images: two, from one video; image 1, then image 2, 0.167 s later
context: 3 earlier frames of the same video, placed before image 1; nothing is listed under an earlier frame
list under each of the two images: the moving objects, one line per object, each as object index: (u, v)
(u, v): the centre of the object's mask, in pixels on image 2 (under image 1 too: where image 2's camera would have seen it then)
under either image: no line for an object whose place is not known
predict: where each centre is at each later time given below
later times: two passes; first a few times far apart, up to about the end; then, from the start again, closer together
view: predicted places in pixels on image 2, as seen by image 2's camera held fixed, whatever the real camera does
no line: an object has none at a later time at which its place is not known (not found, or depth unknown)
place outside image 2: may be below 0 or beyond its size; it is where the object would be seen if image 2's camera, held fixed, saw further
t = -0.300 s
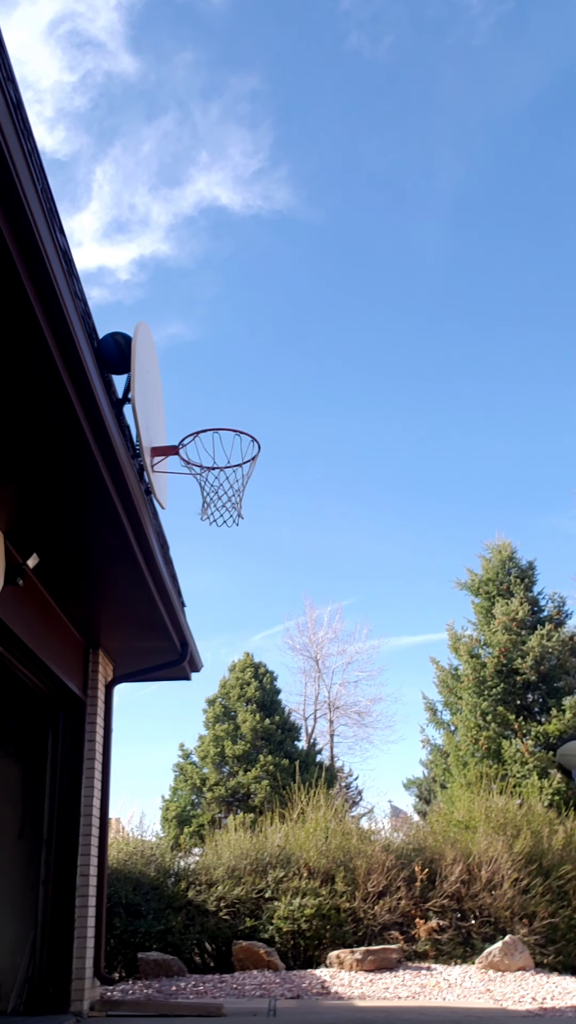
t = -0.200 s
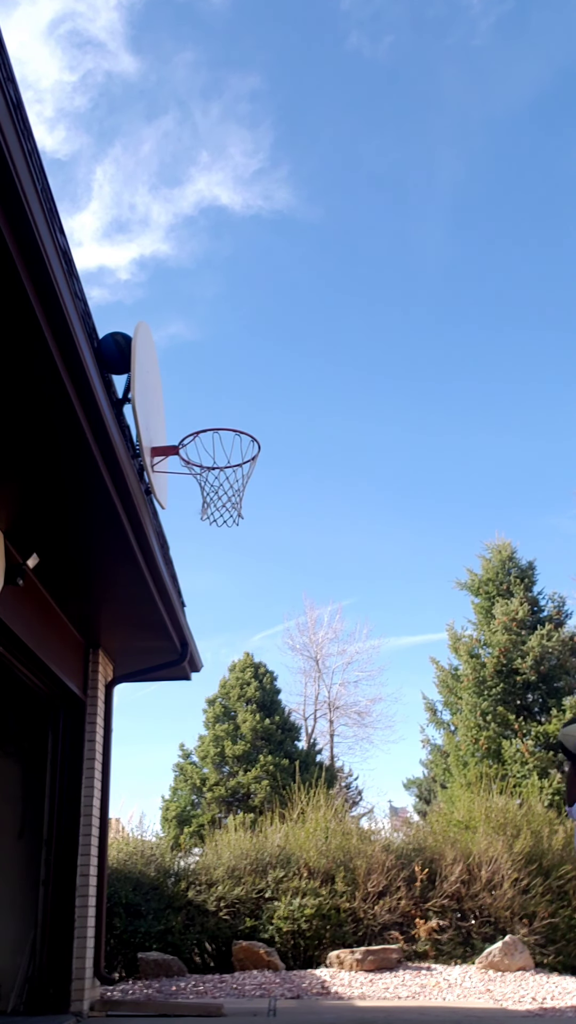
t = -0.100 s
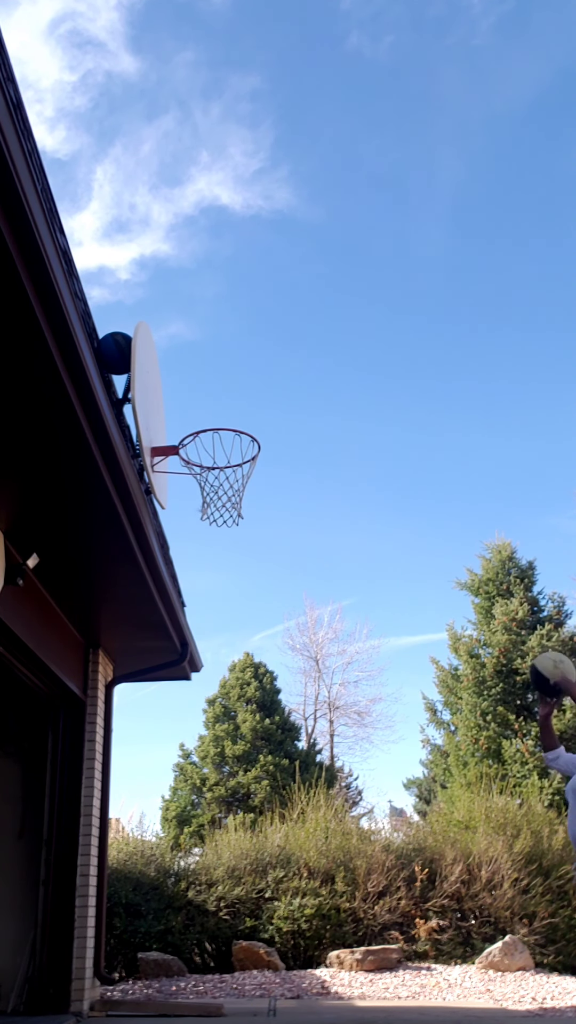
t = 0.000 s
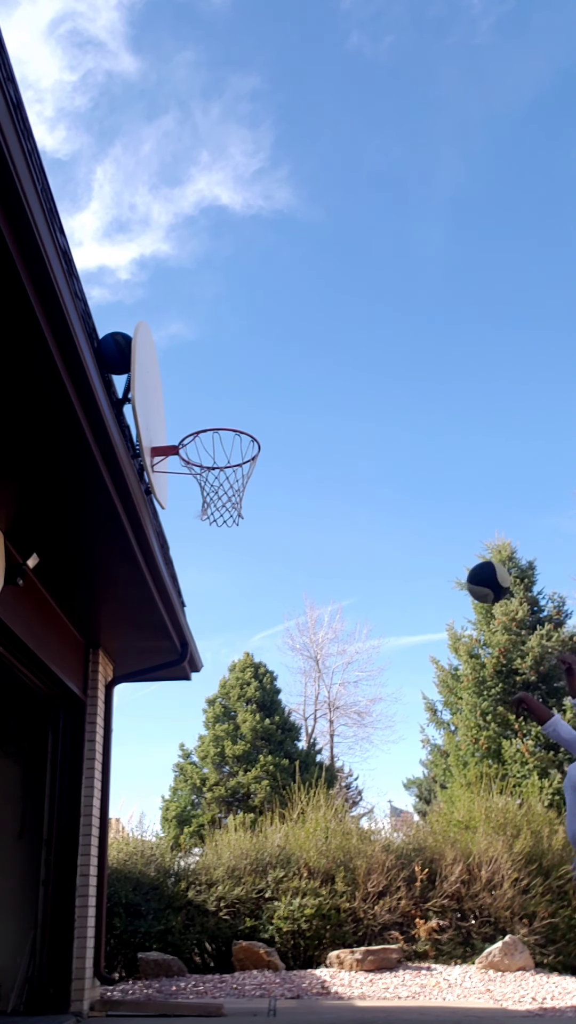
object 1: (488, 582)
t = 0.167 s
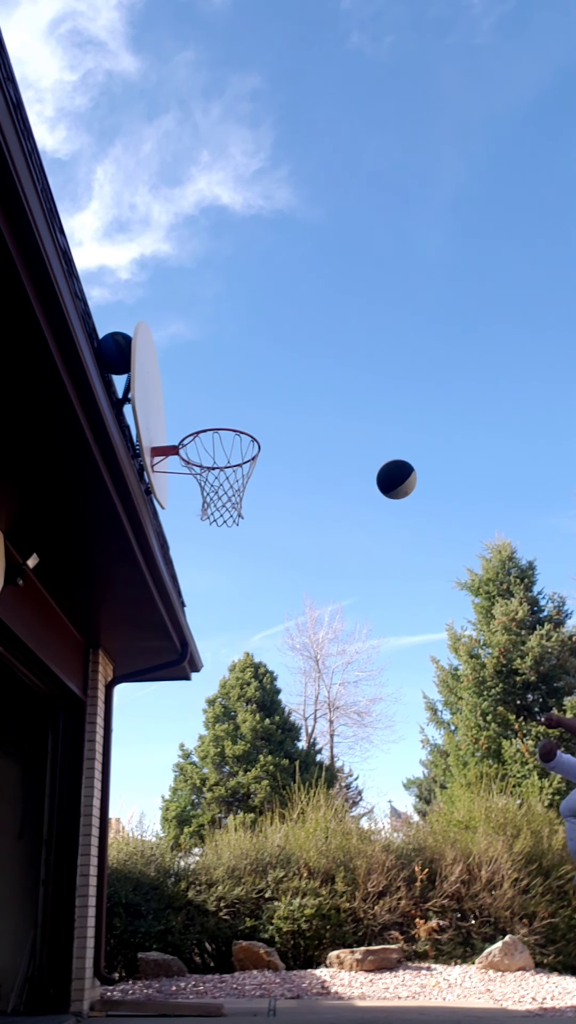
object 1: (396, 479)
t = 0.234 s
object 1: (363, 452)
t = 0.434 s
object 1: (271, 413)
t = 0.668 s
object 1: (185, 424)
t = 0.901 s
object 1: (186, 427)
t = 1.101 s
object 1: (187, 488)
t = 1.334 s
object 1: (188, 636)
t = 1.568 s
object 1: (188, 892)
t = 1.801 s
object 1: (194, 852)
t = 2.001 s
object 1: (202, 713)
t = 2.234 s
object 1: (211, 649)
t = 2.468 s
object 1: (219, 666)
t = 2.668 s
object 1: (227, 740)
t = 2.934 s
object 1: (240, 938)
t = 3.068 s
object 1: (247, 952)
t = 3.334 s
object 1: (262, 806)
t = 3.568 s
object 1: (275, 775)
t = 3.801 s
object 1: (291, 817)
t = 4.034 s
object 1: (310, 937)
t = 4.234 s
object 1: (325, 926)
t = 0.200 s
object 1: (380, 465)
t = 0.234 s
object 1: (363, 452)
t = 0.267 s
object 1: (347, 442)
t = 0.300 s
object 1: (332, 433)
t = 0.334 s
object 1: (316, 426)
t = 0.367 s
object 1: (301, 420)
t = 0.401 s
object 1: (286, 416)
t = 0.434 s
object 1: (271, 413)
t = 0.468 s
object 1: (257, 412)
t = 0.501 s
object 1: (242, 412)
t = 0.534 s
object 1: (228, 414)
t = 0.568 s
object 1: (213, 418)
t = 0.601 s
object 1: (199, 423)
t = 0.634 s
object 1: (186, 429)
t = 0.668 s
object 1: (185, 424)
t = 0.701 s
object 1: (185, 419)
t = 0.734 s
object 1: (185, 417)
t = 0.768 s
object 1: (186, 416)
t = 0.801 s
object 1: (185, 416)
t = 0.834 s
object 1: (185, 418)
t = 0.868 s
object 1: (185, 421)
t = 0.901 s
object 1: (186, 427)
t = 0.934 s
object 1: (186, 433)
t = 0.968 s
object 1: (187, 441)
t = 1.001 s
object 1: (188, 450)
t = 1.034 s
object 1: (187, 462)
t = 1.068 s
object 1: (186, 474)
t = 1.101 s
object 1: (187, 488)
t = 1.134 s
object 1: (187, 504)
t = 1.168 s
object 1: (187, 521)
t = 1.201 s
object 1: (187, 540)
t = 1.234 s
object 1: (187, 561)
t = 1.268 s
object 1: (187, 584)
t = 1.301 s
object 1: (188, 608)
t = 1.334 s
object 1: (188, 636)
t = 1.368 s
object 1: (188, 664)
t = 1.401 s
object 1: (188, 695)
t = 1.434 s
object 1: (188, 729)
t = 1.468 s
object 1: (188, 765)
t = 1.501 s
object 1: (188, 805)
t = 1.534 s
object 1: (188, 847)
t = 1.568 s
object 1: (188, 892)
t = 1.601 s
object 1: (187, 941)
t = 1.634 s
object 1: (187, 995)
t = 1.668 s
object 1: (188, 1006)
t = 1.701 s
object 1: (190, 965)
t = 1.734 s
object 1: (192, 924)
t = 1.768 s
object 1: (193, 886)
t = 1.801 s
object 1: (194, 852)
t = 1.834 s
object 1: (196, 822)
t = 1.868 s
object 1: (197, 795)
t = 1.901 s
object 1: (198, 771)
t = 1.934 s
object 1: (200, 749)
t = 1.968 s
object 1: (201, 730)
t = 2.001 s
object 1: (202, 713)
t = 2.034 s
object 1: (203, 698)
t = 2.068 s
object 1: (204, 685)
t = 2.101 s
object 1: (206, 674)
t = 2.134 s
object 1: (207, 666)
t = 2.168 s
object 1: (208, 659)
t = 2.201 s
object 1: (209, 653)
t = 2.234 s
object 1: (211, 649)
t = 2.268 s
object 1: (212, 647)
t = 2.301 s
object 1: (213, 647)
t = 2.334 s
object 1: (214, 648)
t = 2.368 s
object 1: (215, 650)
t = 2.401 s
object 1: (217, 654)
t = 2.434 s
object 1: (218, 659)
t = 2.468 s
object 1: (219, 666)
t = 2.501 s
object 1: (220, 675)
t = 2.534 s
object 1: (222, 684)
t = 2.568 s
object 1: (223, 696)
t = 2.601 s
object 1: (224, 709)
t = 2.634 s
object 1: (225, 723)
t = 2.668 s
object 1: (227, 740)
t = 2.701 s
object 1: (229, 758)
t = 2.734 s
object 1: (230, 778)
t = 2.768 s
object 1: (232, 799)
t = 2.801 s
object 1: (233, 823)
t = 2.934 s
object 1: (240, 938)
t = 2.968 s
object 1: (242, 973)
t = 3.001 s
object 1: (243, 1007)
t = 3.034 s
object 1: (245, 980)
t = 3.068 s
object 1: (247, 952)
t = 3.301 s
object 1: (259, 816)
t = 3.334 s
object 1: (262, 806)
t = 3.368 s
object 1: (263, 796)
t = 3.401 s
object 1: (265, 790)
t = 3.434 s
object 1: (267, 784)
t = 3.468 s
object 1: (269, 779)
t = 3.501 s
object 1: (271, 776)
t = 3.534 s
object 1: (273, 775)
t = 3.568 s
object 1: (275, 775)
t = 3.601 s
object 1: (277, 776)
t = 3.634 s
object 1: (279, 779)
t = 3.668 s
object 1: (281, 784)
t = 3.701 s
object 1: (283, 790)
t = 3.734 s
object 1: (286, 798)
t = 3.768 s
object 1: (288, 807)
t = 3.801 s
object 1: (291, 817)
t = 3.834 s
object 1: (293, 830)
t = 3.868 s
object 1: (296, 844)
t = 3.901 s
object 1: (299, 859)
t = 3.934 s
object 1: (301, 876)
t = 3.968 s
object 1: (304, 895)
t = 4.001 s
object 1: (308, 916)
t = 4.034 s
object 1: (310, 937)
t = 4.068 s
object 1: (313, 963)
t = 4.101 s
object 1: (317, 989)
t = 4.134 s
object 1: (320, 986)
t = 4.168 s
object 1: (321, 964)
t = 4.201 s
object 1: (324, 944)
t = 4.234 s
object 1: (325, 926)
